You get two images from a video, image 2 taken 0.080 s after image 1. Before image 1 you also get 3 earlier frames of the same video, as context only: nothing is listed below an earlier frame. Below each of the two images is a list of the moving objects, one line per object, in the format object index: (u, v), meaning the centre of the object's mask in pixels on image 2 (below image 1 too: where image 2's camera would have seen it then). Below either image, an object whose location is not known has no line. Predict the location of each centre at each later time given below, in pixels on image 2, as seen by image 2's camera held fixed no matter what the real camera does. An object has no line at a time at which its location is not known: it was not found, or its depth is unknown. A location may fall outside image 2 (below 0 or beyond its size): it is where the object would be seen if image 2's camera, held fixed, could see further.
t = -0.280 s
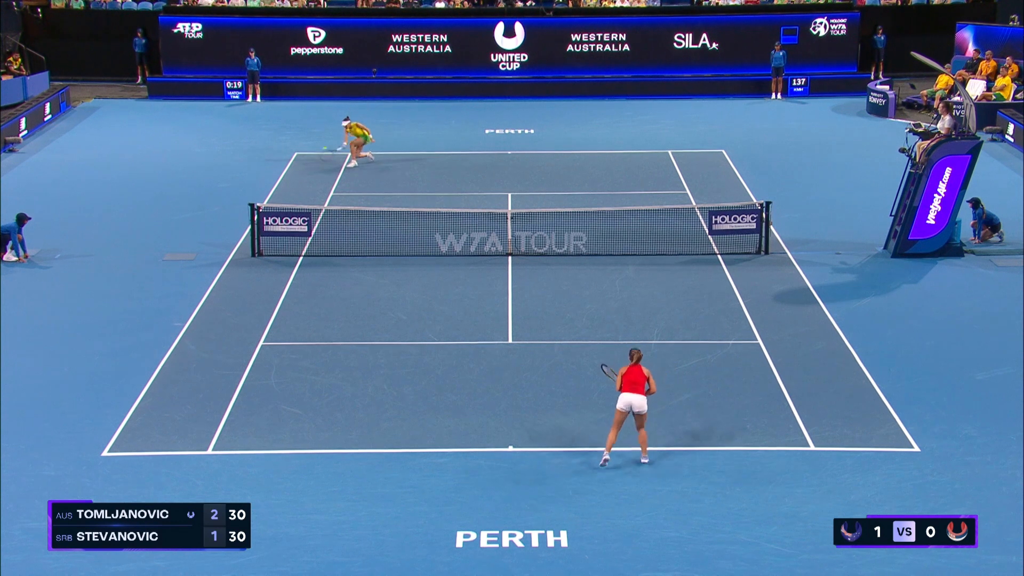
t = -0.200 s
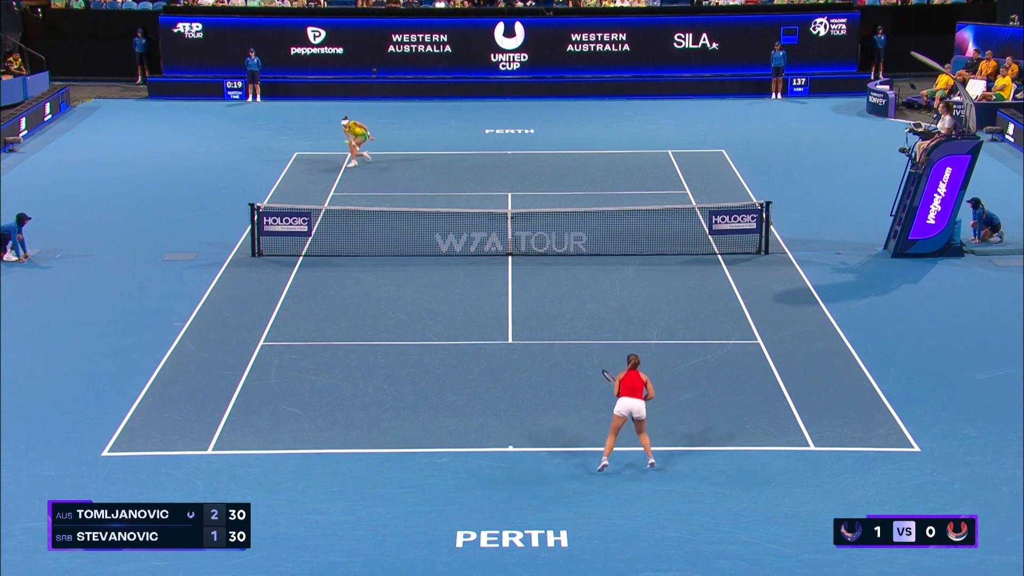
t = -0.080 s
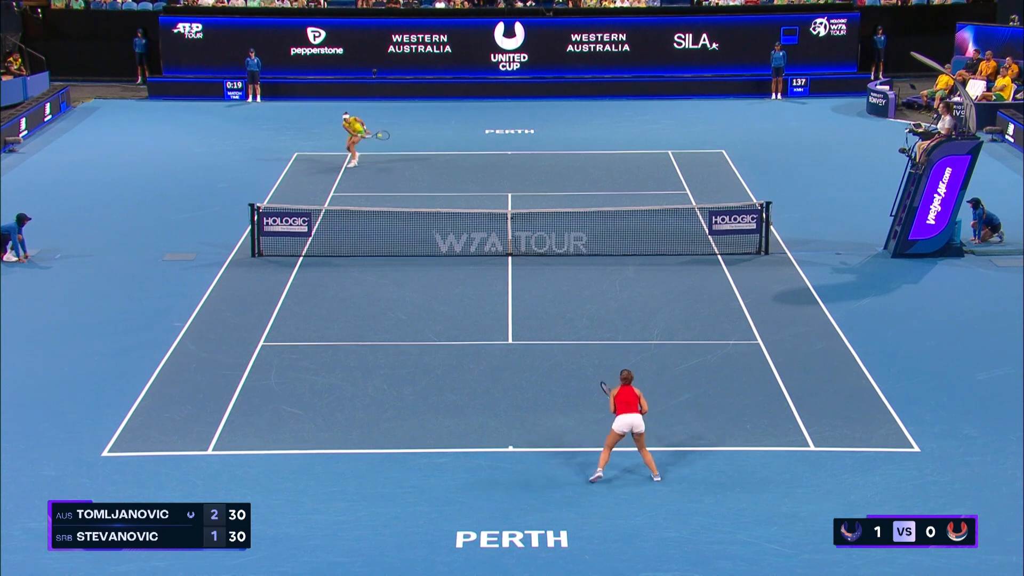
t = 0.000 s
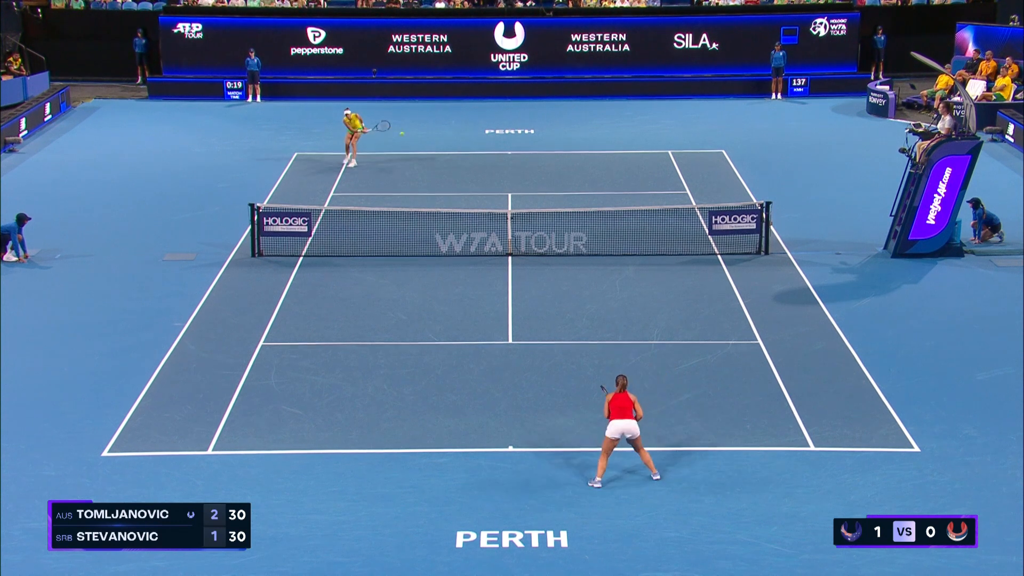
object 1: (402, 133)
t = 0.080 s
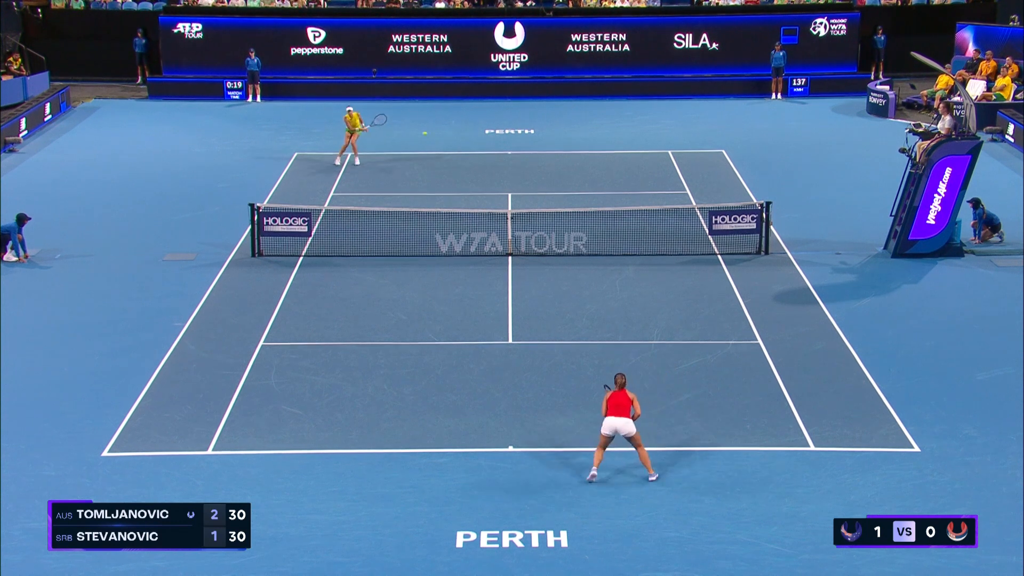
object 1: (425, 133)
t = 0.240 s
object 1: (471, 140)
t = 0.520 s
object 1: (558, 179)
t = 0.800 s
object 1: (651, 258)
